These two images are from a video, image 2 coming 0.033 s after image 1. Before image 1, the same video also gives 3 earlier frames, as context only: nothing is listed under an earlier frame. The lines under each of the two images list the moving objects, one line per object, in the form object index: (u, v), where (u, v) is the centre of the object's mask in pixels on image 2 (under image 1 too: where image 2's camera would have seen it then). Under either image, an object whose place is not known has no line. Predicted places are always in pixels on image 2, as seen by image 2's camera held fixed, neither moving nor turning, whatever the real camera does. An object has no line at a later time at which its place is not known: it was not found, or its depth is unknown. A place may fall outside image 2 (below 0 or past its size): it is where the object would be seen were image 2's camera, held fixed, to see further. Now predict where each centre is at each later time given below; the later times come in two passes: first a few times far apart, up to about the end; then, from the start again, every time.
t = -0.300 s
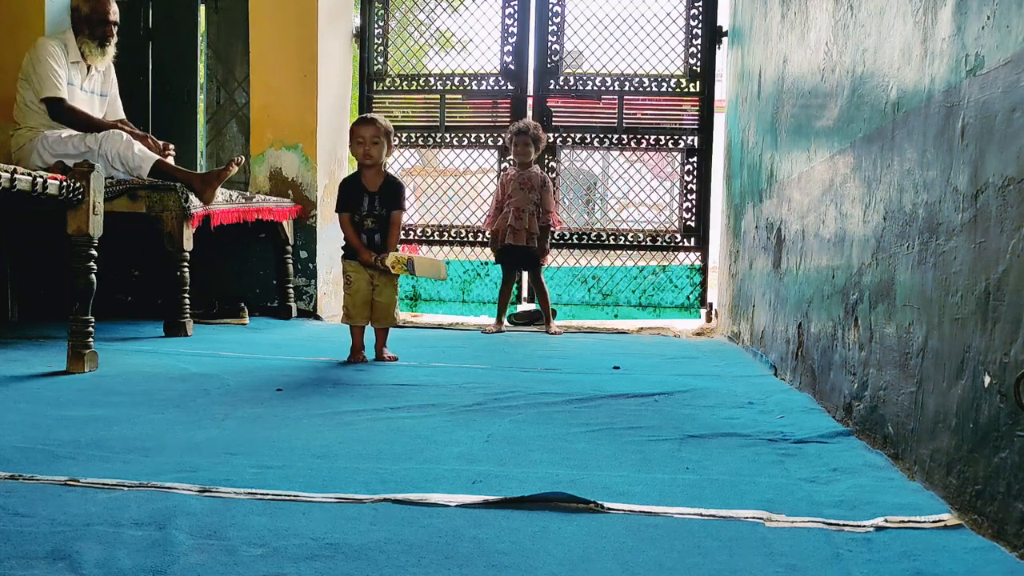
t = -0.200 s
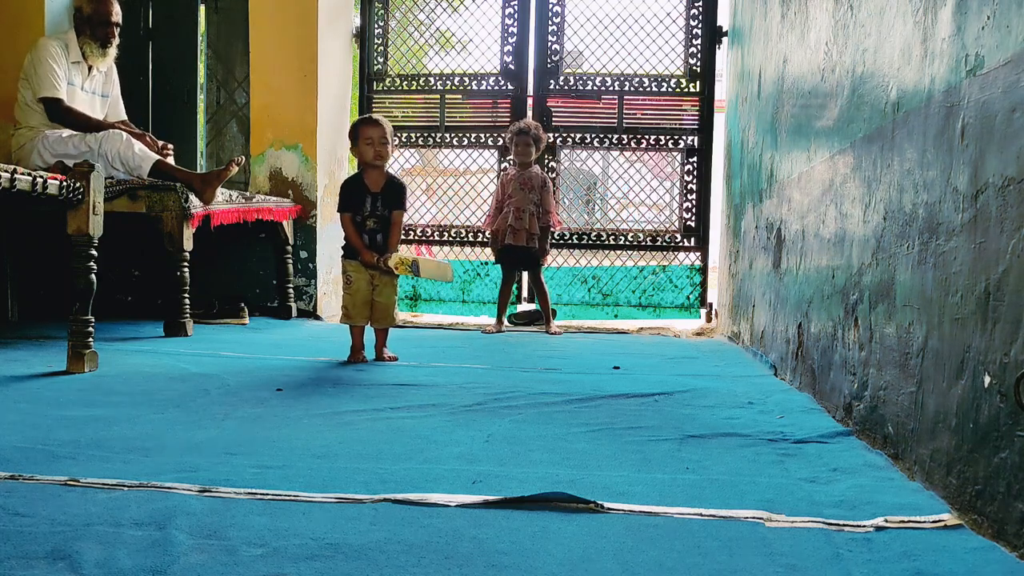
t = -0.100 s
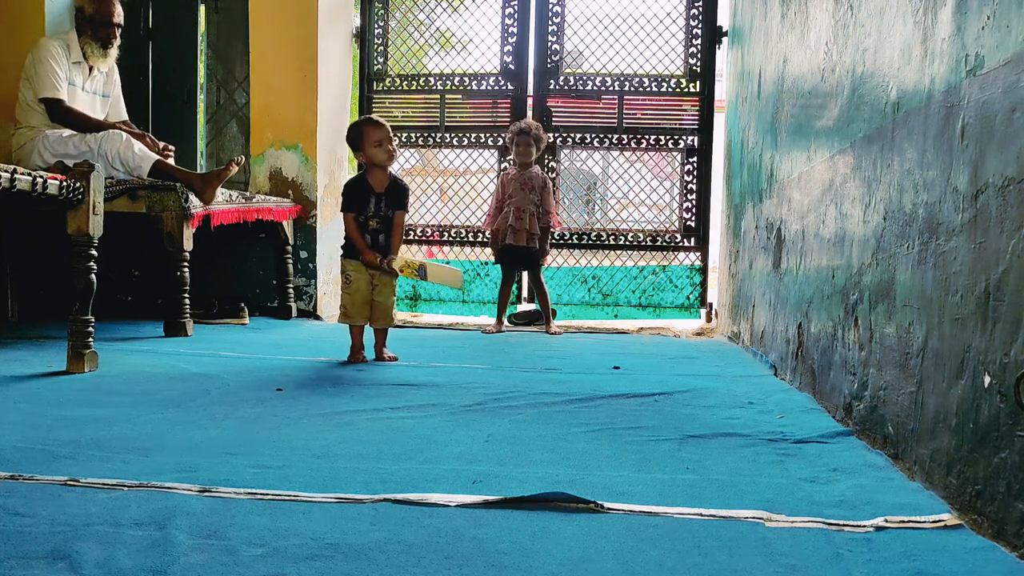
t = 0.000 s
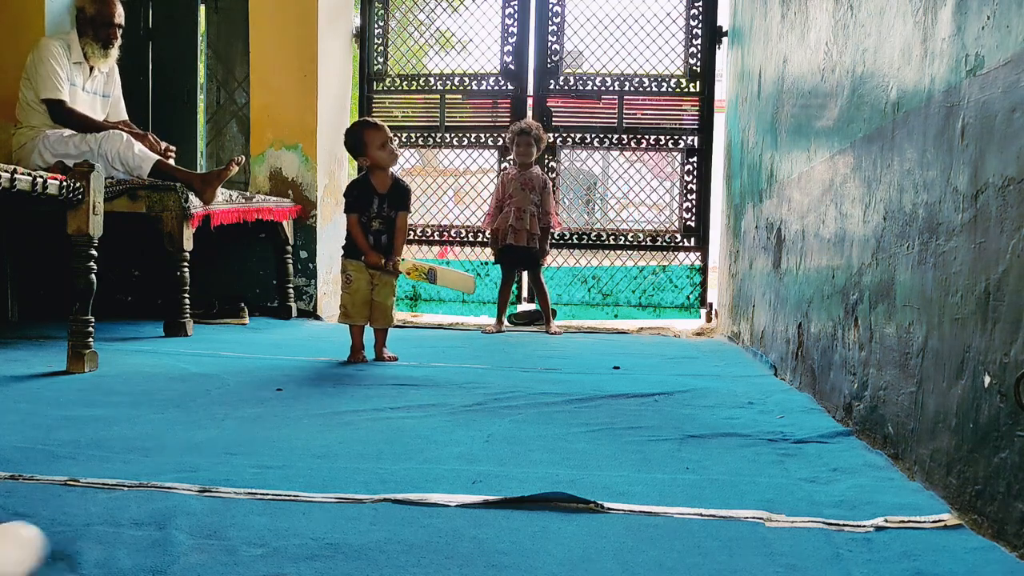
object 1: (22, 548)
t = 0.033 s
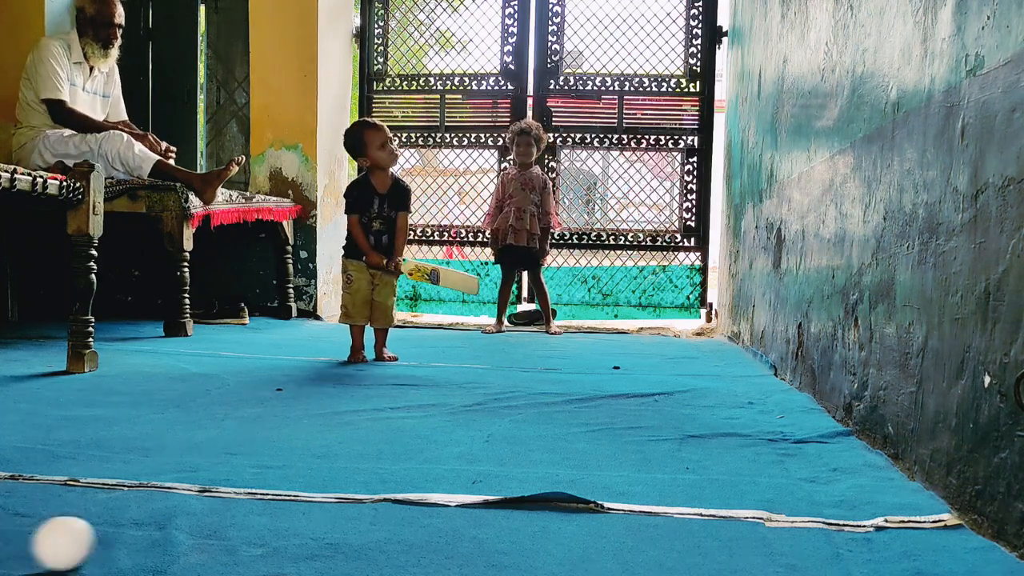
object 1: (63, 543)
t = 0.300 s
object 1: (237, 454)
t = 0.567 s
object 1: (330, 415)
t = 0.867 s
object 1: (391, 387)
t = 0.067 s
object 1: (95, 511)
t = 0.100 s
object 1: (122, 487)
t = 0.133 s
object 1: (146, 472)
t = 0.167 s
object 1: (168, 466)
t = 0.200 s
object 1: (188, 469)
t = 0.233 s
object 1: (206, 472)
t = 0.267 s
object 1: (221, 459)
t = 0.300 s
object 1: (237, 454)
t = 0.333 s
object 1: (251, 450)
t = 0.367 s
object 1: (264, 445)
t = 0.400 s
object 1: (277, 441)
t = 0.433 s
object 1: (290, 435)
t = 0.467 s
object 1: (300, 429)
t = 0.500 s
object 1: (311, 424)
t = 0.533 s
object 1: (321, 420)
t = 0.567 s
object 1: (330, 415)
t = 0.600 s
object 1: (338, 412)
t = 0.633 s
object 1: (346, 407)
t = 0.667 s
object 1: (354, 403)
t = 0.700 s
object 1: (360, 398)
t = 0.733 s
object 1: (367, 397)
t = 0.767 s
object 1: (374, 393)
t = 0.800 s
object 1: (380, 391)
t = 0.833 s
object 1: (385, 387)
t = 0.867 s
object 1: (391, 387)
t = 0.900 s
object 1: (397, 384)
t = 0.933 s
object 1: (402, 382)
